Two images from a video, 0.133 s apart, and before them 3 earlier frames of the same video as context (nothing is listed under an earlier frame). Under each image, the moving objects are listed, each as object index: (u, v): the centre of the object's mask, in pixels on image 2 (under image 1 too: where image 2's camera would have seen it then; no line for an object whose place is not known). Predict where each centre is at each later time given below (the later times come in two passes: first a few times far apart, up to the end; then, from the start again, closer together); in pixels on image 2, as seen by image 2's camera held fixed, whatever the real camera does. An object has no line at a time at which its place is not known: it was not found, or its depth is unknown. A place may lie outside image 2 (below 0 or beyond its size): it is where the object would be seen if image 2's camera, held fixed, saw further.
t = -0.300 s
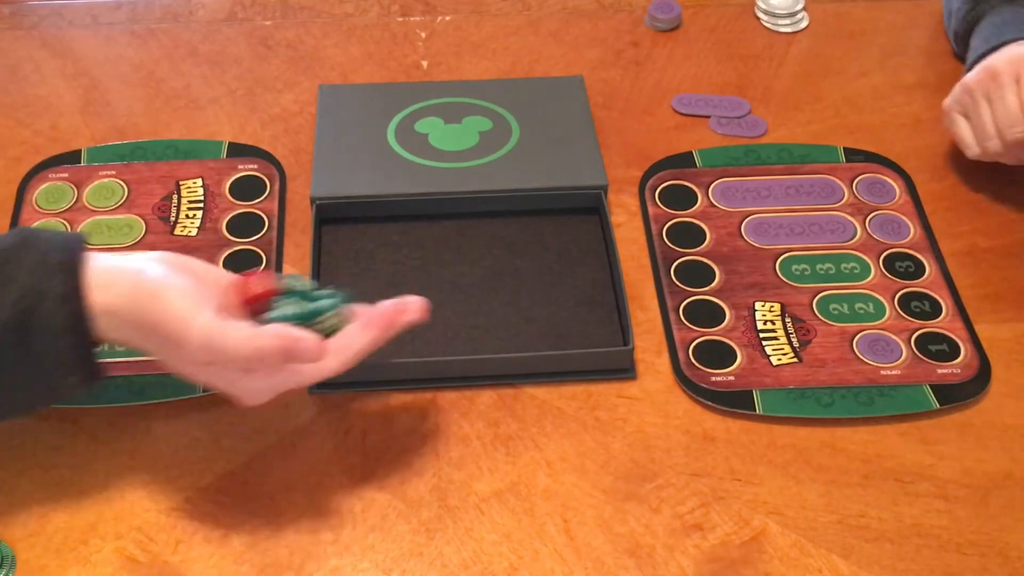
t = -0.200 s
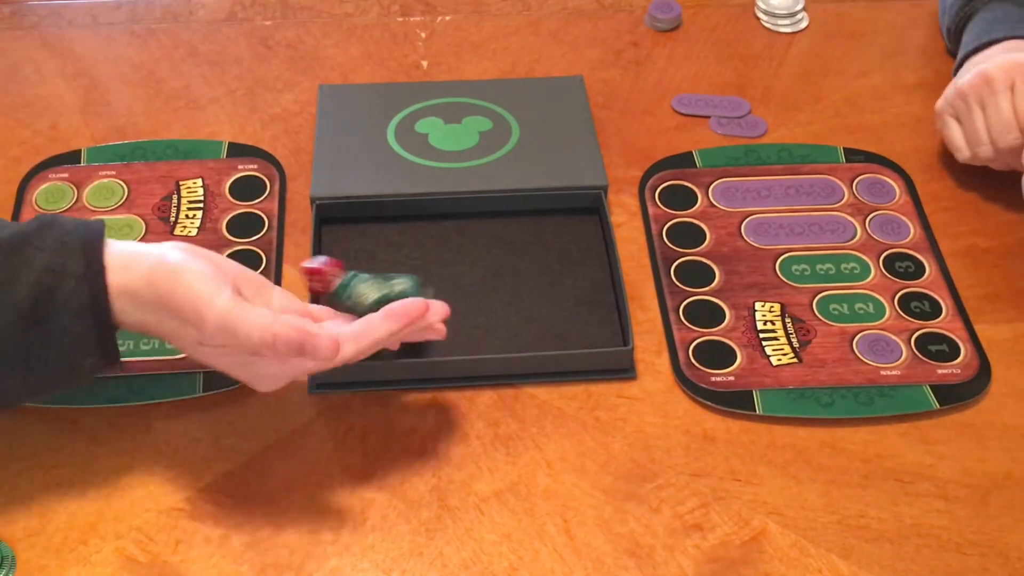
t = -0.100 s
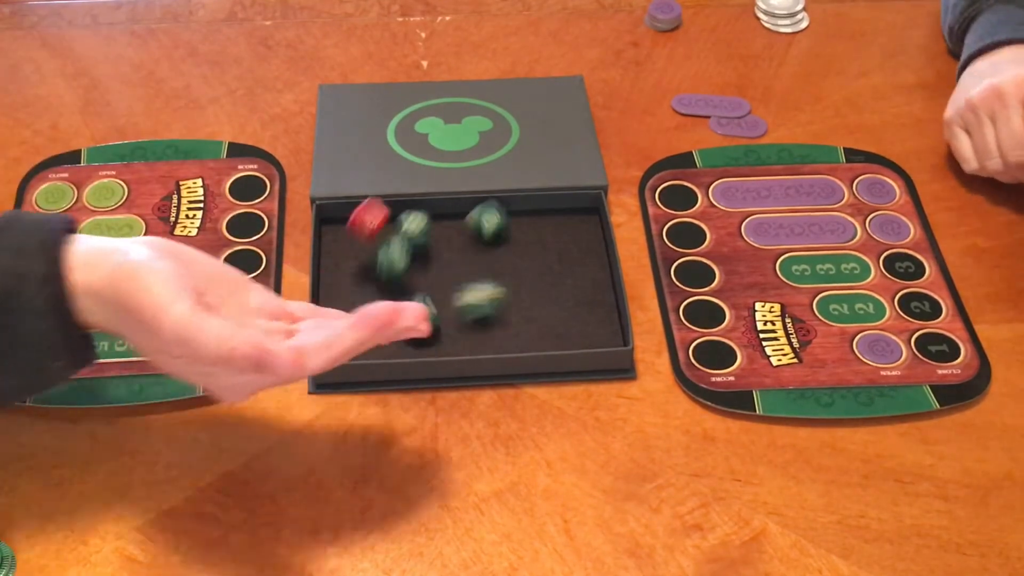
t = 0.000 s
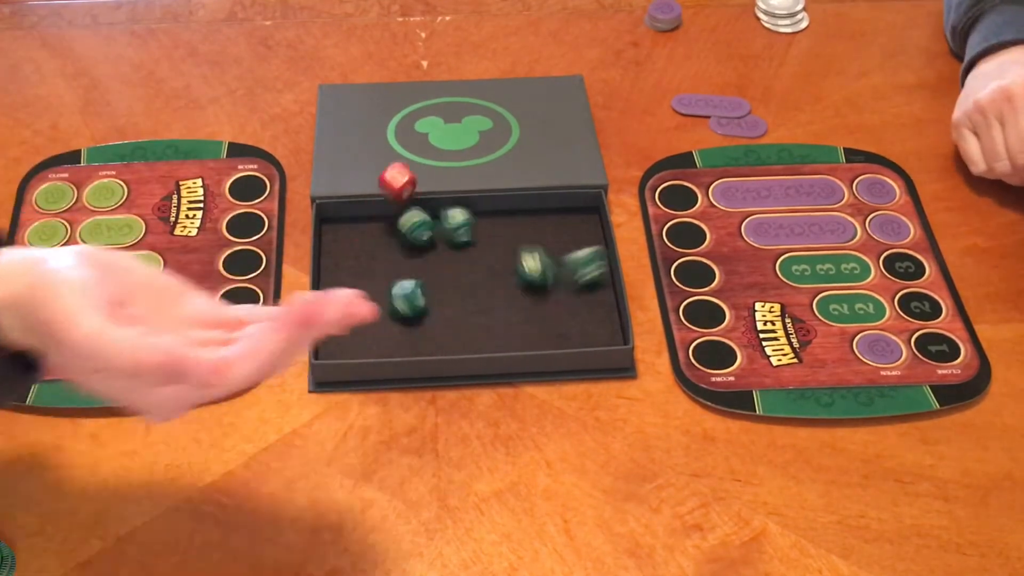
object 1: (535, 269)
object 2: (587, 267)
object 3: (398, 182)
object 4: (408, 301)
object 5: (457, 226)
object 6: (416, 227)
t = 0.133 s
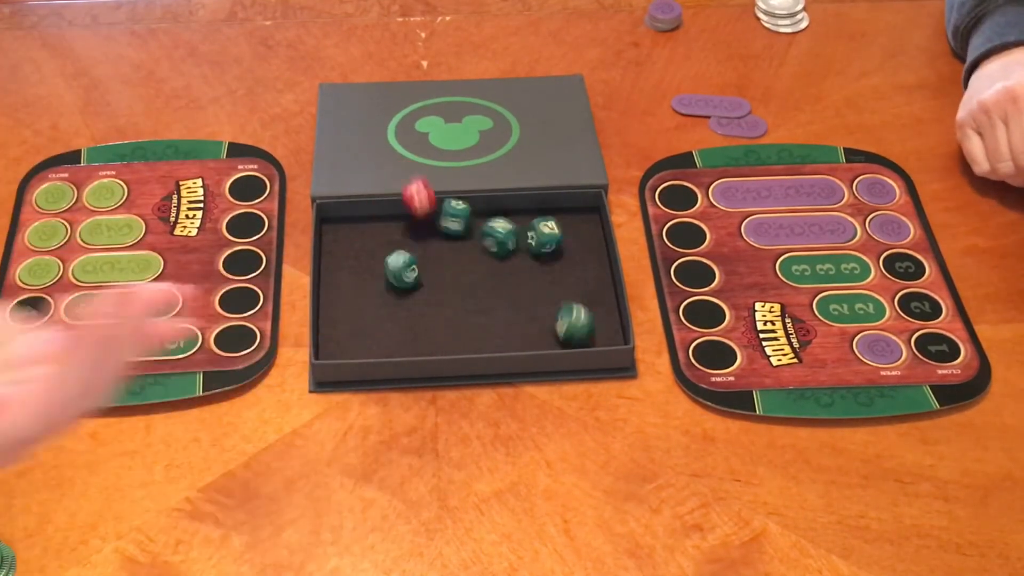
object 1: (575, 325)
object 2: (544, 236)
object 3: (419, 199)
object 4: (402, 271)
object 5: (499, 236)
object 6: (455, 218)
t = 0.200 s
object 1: (576, 334)
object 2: (548, 229)
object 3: (428, 219)
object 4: (409, 262)
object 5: (485, 238)
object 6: (462, 218)
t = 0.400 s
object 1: (584, 331)
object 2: (537, 226)
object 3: (459, 273)
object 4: (398, 259)
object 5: (492, 238)
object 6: (465, 221)
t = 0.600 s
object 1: (584, 331)
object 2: (537, 226)
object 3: (461, 280)
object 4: (398, 259)
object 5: (492, 238)
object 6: (465, 222)
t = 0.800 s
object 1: (584, 331)
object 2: (537, 226)
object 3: (461, 280)
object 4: (398, 259)
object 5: (492, 238)
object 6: (465, 221)
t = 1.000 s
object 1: (584, 331)
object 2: (537, 226)
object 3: (461, 280)
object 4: (398, 260)
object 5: (492, 238)
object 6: (465, 222)
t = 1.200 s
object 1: (584, 331)
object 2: (537, 226)
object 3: (461, 280)
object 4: (398, 259)
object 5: (492, 238)
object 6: (465, 222)
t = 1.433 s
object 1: (584, 331)
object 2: (537, 226)
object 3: (461, 280)
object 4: (398, 260)
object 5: (492, 238)
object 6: (465, 222)
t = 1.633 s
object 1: (584, 331)
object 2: (537, 226)
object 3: (461, 280)
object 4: (398, 260)
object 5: (492, 238)
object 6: (465, 222)
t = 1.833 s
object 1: (584, 331)
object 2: (537, 226)
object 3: (461, 280)
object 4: (398, 260)
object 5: (492, 238)
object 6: (465, 221)
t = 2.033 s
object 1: (584, 331)
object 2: (537, 226)
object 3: (461, 280)
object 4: (398, 260)
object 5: (492, 238)
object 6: (465, 221)
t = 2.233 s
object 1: (584, 331)
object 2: (537, 226)
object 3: (461, 280)
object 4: (398, 260)
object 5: (492, 238)
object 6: (465, 221)
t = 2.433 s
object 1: (584, 331)
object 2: (537, 226)
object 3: (460, 280)
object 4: (398, 260)
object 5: (492, 238)
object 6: (465, 221)
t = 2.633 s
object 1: (584, 331)
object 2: (537, 226)
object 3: (461, 280)
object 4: (398, 260)
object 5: (492, 238)
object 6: (465, 221)
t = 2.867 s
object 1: (584, 331)
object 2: (537, 226)
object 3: (461, 280)
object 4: (398, 260)
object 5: (492, 238)
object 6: (465, 221)
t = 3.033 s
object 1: (584, 331)
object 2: (537, 226)
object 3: (461, 280)
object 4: (398, 260)
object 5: (492, 238)
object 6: (465, 221)
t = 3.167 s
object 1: (584, 331)
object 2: (537, 226)
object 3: (461, 280)
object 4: (398, 259)
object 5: (492, 238)
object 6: (465, 221)
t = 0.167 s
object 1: (576, 332)
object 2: (547, 234)
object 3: (422, 217)
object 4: (406, 266)
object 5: (490, 237)
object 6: (461, 219)
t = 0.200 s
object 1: (576, 334)
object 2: (548, 229)
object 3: (428, 219)
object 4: (409, 262)
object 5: (485, 238)
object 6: (462, 218)
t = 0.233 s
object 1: (578, 332)
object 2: (546, 227)
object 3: (437, 230)
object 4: (412, 260)
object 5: (485, 239)
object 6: (463, 216)
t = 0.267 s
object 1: (581, 331)
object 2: (545, 226)
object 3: (446, 240)
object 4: (410, 260)
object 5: (486, 240)
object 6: (465, 212)
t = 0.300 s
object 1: (583, 331)
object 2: (542, 225)
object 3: (450, 248)
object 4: (404, 258)
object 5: (490, 239)
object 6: (466, 216)
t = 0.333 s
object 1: (584, 331)
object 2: (538, 225)
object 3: (455, 258)
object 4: (400, 257)
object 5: (492, 238)
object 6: (466, 219)
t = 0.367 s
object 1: (584, 331)
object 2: (537, 226)
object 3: (457, 266)
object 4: (398, 258)
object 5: (492, 238)
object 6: (465, 221)
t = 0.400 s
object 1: (584, 331)
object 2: (537, 226)
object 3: (459, 273)
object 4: (398, 259)
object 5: (492, 238)
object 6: (465, 221)
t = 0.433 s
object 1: (584, 331)
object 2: (537, 226)
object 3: (460, 278)
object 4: (399, 259)
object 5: (492, 238)
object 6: (465, 222)
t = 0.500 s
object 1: (584, 331)
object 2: (537, 226)
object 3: (461, 280)
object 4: (398, 259)
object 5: (492, 238)
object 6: (465, 222)
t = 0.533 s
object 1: (584, 331)
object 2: (537, 226)
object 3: (461, 280)
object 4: (398, 259)
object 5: (492, 238)
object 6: (465, 222)
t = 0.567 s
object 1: (584, 331)
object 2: (537, 226)
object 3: (461, 280)
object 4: (398, 259)
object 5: (492, 238)
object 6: (465, 222)
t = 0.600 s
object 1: (584, 331)
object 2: (537, 226)
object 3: (461, 280)
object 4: (398, 259)
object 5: (492, 238)
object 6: (465, 222)
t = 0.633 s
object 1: (584, 331)
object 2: (537, 226)
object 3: (461, 280)
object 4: (398, 259)
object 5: (492, 238)
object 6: (465, 221)
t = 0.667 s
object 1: (584, 331)
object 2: (537, 226)
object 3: (461, 280)
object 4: (398, 259)
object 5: (492, 238)
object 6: (465, 221)
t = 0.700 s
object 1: (584, 331)
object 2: (537, 226)
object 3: (461, 280)
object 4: (398, 259)
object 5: (492, 238)
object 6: (465, 222)
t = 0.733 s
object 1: (584, 331)
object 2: (537, 226)
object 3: (461, 280)
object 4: (398, 259)
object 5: (492, 238)
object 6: (465, 221)
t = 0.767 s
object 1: (584, 331)
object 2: (537, 225)
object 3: (461, 279)
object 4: (398, 259)
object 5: (492, 238)
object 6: (465, 221)
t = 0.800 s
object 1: (584, 331)
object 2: (537, 226)
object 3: (461, 280)
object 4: (398, 259)
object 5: (492, 238)
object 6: (465, 221)
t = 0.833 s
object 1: (584, 331)
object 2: (537, 226)
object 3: (461, 280)
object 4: (398, 259)
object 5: (492, 238)
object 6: (465, 221)
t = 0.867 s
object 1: (584, 331)
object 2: (537, 226)
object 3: (461, 280)
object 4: (398, 259)
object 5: (492, 238)
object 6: (465, 222)
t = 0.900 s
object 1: (584, 331)
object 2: (537, 226)
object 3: (461, 280)
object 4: (398, 259)
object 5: (492, 238)
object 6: (465, 222)
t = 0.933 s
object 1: (584, 331)
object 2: (537, 226)
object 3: (461, 280)
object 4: (398, 260)
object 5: (492, 238)
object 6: (465, 221)
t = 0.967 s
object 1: (584, 331)
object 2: (537, 226)
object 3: (461, 280)
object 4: (398, 260)
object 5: (492, 238)
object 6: (465, 222)
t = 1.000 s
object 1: (584, 331)
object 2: (537, 226)
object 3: (461, 280)
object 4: (398, 260)
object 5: (492, 238)
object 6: (465, 222)
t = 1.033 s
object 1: (584, 331)
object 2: (537, 226)
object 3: (461, 280)
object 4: (398, 259)
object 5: (492, 238)
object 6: (465, 222)
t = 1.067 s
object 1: (584, 331)
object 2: (537, 226)
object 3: (461, 280)
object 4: (398, 259)
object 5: (492, 238)
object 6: (465, 222)
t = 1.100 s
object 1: (584, 331)
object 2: (537, 226)
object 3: (461, 280)
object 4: (398, 259)
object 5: (492, 238)
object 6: (465, 222)
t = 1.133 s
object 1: (584, 331)
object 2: (537, 226)
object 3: (461, 280)
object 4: (398, 259)
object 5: (492, 238)
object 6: (465, 222)
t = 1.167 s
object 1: (584, 331)
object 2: (537, 226)
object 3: (461, 280)
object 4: (398, 259)
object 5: (492, 238)
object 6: (465, 222)
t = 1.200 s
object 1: (584, 331)
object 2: (537, 226)
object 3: (461, 280)
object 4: (398, 259)
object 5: (492, 238)
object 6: (465, 222)
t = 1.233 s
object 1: (584, 331)
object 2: (537, 226)
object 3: (461, 280)
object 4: (398, 259)
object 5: (492, 238)
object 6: (465, 222)
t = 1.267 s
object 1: (584, 331)
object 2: (537, 226)
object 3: (461, 280)
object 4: (398, 259)
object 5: (492, 238)
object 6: (465, 222)
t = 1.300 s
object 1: (584, 331)
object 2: (537, 226)
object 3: (461, 280)
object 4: (398, 259)
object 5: (492, 238)
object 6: (465, 222)
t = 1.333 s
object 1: (584, 331)
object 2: (537, 226)
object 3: (461, 280)
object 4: (398, 259)
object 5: (492, 238)
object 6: (465, 221)
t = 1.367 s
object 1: (584, 331)
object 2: (537, 226)
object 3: (461, 280)
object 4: (398, 259)
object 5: (492, 238)
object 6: (465, 222)
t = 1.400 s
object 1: (584, 331)
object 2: (537, 226)
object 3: (461, 280)
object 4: (398, 260)
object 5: (492, 238)
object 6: (465, 222)
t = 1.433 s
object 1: (584, 331)
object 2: (537, 226)
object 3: (461, 280)
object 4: (398, 260)
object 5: (492, 238)
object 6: (465, 222)
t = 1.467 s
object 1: (584, 331)
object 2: (537, 226)
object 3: (461, 280)
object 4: (398, 260)
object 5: (492, 238)
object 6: (465, 222)
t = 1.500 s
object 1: (584, 331)
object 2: (537, 226)
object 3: (461, 280)
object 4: (398, 260)
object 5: (492, 238)
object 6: (465, 222)
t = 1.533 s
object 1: (584, 331)
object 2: (537, 226)
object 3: (461, 280)
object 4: (398, 260)
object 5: (492, 238)
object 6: (465, 221)
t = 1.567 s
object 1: (584, 331)
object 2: (537, 226)
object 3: (461, 280)
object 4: (398, 260)
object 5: (492, 238)
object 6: (465, 222)
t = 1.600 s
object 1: (584, 331)
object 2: (537, 226)
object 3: (461, 280)
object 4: (398, 260)
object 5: (492, 238)
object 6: (465, 222)
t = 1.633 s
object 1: (584, 331)
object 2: (537, 226)
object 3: (461, 280)
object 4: (398, 260)
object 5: (492, 238)
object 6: (465, 222)
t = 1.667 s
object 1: (584, 331)
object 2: (537, 226)
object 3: (461, 280)
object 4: (398, 260)
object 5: (492, 238)
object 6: (465, 222)
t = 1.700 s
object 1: (584, 331)
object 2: (537, 226)
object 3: (461, 280)
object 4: (398, 260)
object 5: (492, 238)
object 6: (465, 221)
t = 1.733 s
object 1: (584, 331)
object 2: (537, 226)
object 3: (461, 280)
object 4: (398, 260)
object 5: (492, 238)
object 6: (465, 221)
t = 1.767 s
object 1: (584, 331)
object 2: (537, 226)
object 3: (461, 279)
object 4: (398, 260)
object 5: (492, 238)
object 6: (465, 221)
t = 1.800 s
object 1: (584, 331)
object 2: (537, 226)
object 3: (461, 280)
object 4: (398, 260)
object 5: (492, 238)
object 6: (465, 221)
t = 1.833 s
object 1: (584, 331)
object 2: (537, 226)
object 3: (461, 280)
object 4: (398, 260)
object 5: (492, 238)
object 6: (465, 221)
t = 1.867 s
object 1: (584, 331)
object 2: (537, 226)
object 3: (461, 280)
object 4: (399, 260)
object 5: (492, 238)
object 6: (465, 221)
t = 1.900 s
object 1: (584, 331)
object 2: (537, 226)
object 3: (461, 280)
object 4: (398, 260)
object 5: (492, 238)
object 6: (465, 221)
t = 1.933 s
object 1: (584, 331)
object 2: (537, 226)
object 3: (461, 280)
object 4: (399, 259)
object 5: (492, 238)
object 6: (465, 221)
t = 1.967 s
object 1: (584, 331)
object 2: (537, 226)
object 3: (461, 280)
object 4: (398, 260)
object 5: (492, 238)
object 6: (465, 221)
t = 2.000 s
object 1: (584, 331)
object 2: (537, 226)
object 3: (461, 280)
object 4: (398, 260)
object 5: (492, 238)
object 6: (465, 221)
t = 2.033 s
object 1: (584, 331)
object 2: (537, 226)
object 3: (461, 280)
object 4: (398, 260)
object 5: (492, 238)
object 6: (465, 221)
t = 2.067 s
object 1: (584, 331)
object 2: (537, 226)
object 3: (461, 280)
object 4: (398, 260)
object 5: (492, 238)
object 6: (465, 221)
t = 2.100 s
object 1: (584, 331)
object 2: (537, 226)
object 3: (461, 280)
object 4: (398, 259)
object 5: (492, 238)
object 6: (465, 221)
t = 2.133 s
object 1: (584, 331)
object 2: (537, 226)
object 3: (461, 280)
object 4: (398, 260)
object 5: (492, 238)
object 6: (465, 221)
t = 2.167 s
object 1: (584, 331)
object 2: (537, 226)
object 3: (461, 280)
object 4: (398, 260)
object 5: (492, 238)
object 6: (465, 222)
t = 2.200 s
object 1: (584, 331)
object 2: (537, 226)
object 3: (461, 280)
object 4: (398, 260)
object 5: (492, 238)
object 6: (465, 221)
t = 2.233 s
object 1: (584, 331)
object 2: (537, 226)
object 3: (461, 280)
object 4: (398, 260)
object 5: (492, 238)
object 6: (465, 221)
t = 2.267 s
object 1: (584, 331)
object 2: (537, 226)
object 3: (461, 280)
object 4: (398, 260)
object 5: (492, 238)
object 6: (465, 221)
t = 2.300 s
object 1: (584, 331)
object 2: (537, 226)
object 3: (461, 280)
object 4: (398, 260)
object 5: (492, 238)
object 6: (465, 221)
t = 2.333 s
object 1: (584, 331)
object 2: (537, 226)
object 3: (461, 280)
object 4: (398, 260)
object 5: (492, 238)
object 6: (465, 222)
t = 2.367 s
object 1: (584, 331)
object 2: (537, 226)
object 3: (460, 280)
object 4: (398, 260)
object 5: (492, 238)
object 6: (465, 221)
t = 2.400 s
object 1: (584, 331)
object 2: (537, 226)
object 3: (460, 280)
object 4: (398, 260)
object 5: (492, 238)
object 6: (465, 221)
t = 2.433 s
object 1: (584, 331)
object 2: (537, 226)
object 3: (460, 280)
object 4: (398, 260)
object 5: (492, 238)
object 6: (465, 221)
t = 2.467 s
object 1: (584, 331)
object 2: (537, 226)
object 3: (461, 280)
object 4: (398, 260)
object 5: (492, 238)
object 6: (465, 221)
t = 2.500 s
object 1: (584, 331)
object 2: (537, 226)
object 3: (461, 280)
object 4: (398, 260)
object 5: (492, 238)
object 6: (465, 221)
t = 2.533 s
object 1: (584, 331)
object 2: (537, 226)
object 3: (461, 280)
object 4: (398, 260)
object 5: (492, 238)
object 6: (465, 221)
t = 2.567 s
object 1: (584, 331)
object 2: (537, 226)
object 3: (461, 280)
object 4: (398, 260)
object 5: (492, 238)
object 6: (465, 221)
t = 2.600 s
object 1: (584, 331)
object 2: (537, 226)
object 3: (461, 280)
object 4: (398, 260)
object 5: (492, 238)
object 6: (465, 221)
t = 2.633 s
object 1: (584, 331)
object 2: (537, 226)
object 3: (461, 280)
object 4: (398, 260)
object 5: (492, 238)
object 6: (465, 221)
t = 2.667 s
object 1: (584, 331)
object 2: (537, 226)
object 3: (461, 280)
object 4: (398, 260)
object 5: (492, 238)
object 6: (465, 221)
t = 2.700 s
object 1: (584, 331)
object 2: (537, 226)
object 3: (461, 280)
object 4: (398, 260)
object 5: (492, 238)
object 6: (465, 221)
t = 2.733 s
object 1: (584, 331)
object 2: (537, 226)
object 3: (461, 280)
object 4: (398, 260)
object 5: (492, 238)
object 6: (465, 221)
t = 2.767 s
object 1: (584, 331)
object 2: (537, 226)
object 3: (461, 280)
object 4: (398, 260)
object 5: (492, 238)
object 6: (465, 221)
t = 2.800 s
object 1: (584, 331)
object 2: (537, 226)
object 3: (460, 280)
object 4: (398, 260)
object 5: (492, 238)
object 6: (465, 221)
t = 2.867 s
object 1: (584, 331)
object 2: (537, 226)
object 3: (461, 280)
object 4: (398, 260)
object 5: (492, 238)
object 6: (465, 221)
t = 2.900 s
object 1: (584, 331)
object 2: (537, 226)
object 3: (461, 280)
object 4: (398, 260)
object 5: (492, 238)
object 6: (465, 221)
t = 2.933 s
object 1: (584, 331)
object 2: (537, 226)
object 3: (461, 280)
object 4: (398, 260)
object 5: (492, 238)
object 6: (465, 221)
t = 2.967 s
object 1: (584, 331)
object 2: (537, 226)
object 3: (461, 280)
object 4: (398, 260)
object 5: (492, 238)
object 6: (465, 221)
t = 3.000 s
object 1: (584, 331)
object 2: (537, 226)
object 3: (461, 280)
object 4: (398, 260)
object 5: (492, 238)
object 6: (465, 221)
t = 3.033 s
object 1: (584, 331)
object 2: (537, 226)
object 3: (461, 280)
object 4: (398, 260)
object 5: (492, 238)
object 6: (465, 221)
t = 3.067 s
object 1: (584, 331)
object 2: (537, 226)
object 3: (461, 280)
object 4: (398, 260)
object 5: (492, 238)
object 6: (465, 221)
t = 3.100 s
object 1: (584, 331)
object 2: (537, 226)
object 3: (461, 280)
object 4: (398, 259)
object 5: (492, 238)
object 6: (465, 221)
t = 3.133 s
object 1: (584, 331)
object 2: (537, 226)
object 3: (461, 280)
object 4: (398, 260)
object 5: (492, 238)
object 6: (465, 221)
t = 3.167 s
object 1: (584, 331)
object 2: (537, 226)
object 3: (461, 280)
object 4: (398, 259)
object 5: (492, 238)
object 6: (465, 221)
